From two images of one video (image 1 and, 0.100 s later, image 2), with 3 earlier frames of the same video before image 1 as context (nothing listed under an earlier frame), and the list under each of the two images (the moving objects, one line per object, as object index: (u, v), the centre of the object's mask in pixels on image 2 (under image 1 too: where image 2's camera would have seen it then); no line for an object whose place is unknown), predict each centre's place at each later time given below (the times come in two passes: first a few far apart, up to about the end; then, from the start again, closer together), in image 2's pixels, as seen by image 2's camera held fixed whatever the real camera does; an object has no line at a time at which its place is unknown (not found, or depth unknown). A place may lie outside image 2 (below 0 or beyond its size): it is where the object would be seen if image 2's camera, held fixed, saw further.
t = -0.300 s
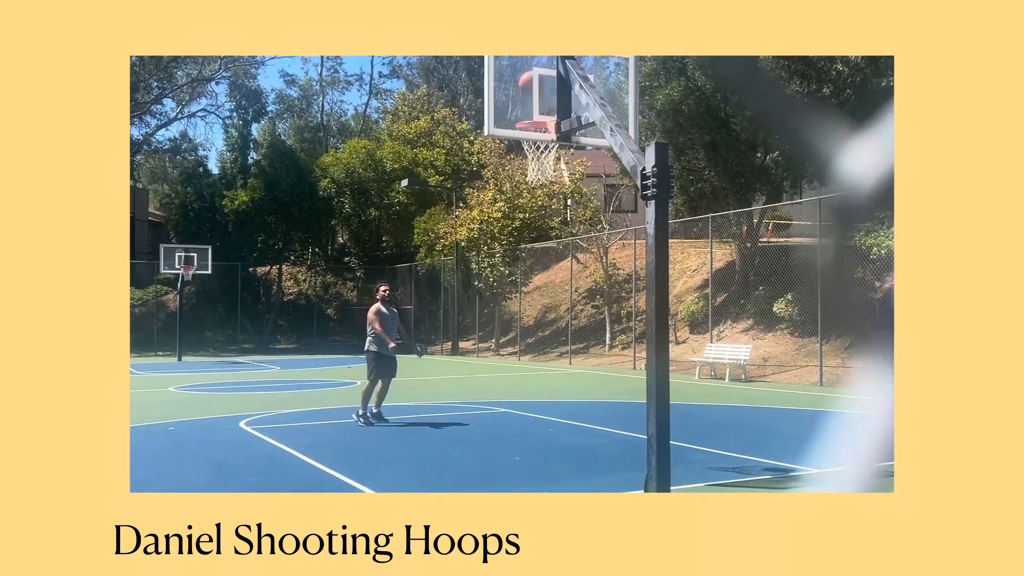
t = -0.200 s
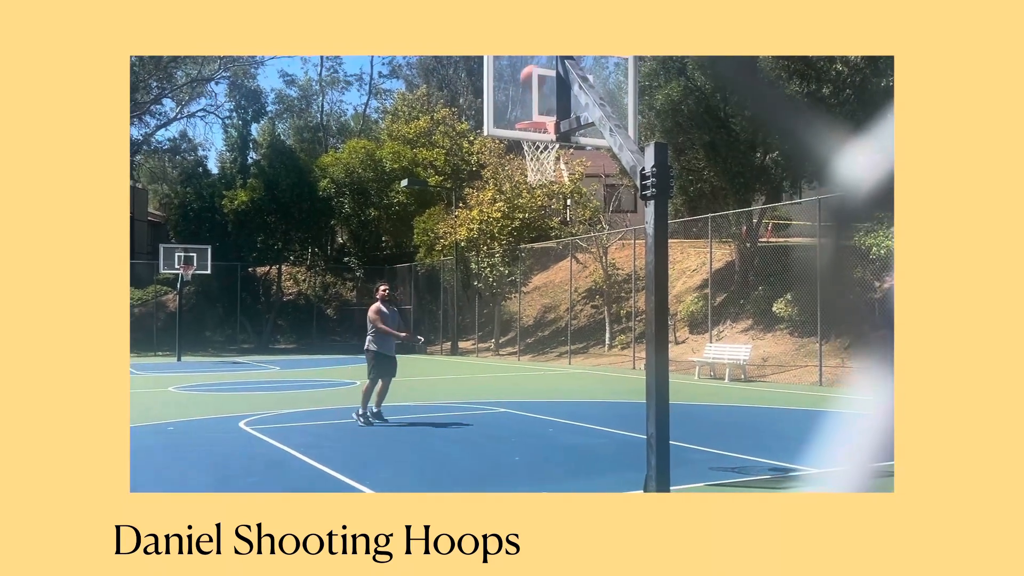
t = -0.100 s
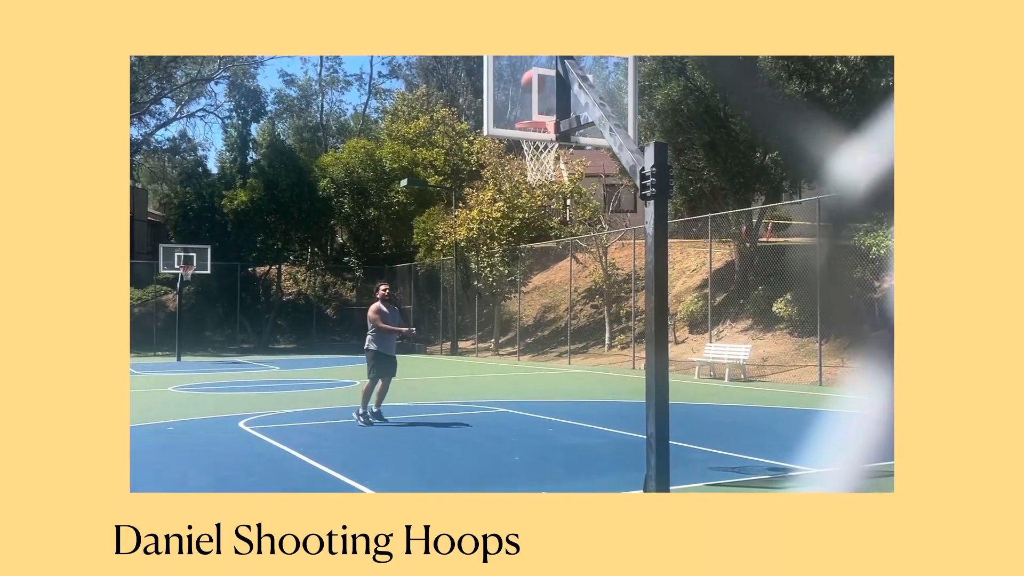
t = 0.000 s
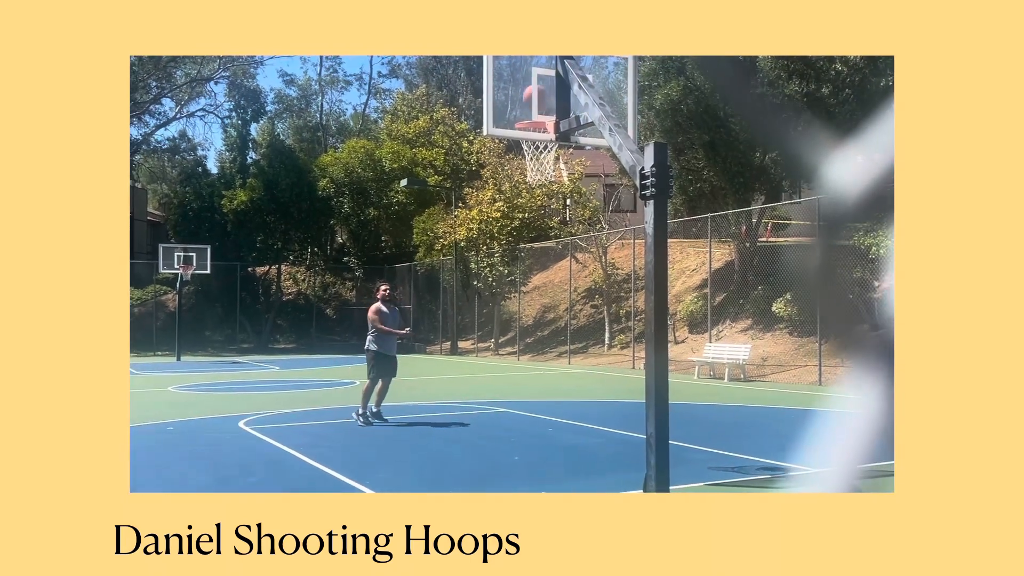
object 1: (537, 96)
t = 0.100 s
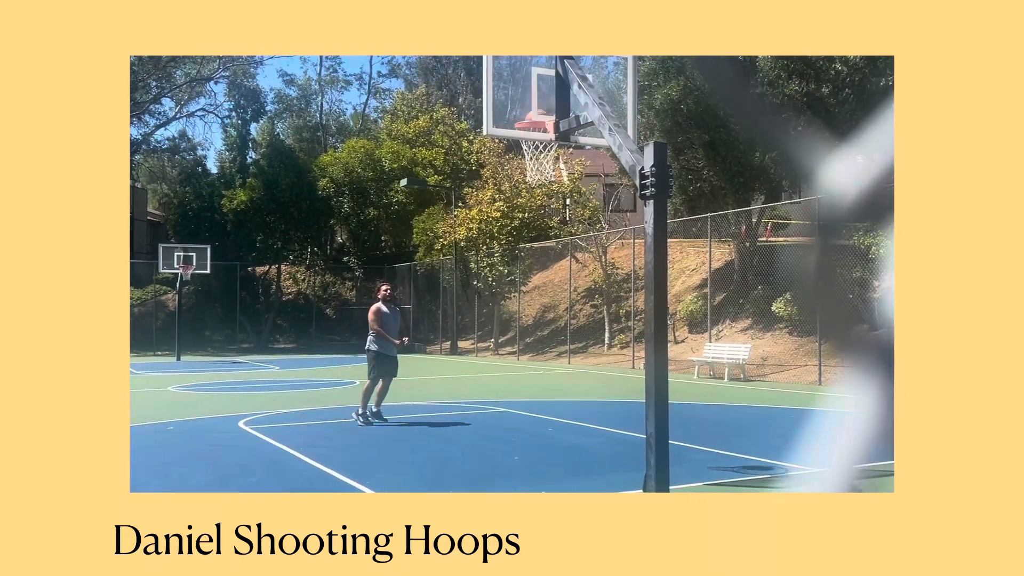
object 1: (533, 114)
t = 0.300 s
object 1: (540, 181)
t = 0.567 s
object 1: (545, 270)
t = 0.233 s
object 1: (539, 162)
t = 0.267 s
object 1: (541, 169)
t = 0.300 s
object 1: (540, 181)
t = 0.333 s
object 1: (541, 186)
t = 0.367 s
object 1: (541, 192)
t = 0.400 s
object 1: (542, 202)
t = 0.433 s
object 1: (543, 213)
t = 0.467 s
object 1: (543, 226)
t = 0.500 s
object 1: (544, 239)
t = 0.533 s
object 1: (544, 254)
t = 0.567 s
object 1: (545, 270)
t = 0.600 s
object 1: (546, 288)
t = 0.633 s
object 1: (547, 306)
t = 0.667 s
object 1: (548, 325)
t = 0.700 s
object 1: (548, 347)
